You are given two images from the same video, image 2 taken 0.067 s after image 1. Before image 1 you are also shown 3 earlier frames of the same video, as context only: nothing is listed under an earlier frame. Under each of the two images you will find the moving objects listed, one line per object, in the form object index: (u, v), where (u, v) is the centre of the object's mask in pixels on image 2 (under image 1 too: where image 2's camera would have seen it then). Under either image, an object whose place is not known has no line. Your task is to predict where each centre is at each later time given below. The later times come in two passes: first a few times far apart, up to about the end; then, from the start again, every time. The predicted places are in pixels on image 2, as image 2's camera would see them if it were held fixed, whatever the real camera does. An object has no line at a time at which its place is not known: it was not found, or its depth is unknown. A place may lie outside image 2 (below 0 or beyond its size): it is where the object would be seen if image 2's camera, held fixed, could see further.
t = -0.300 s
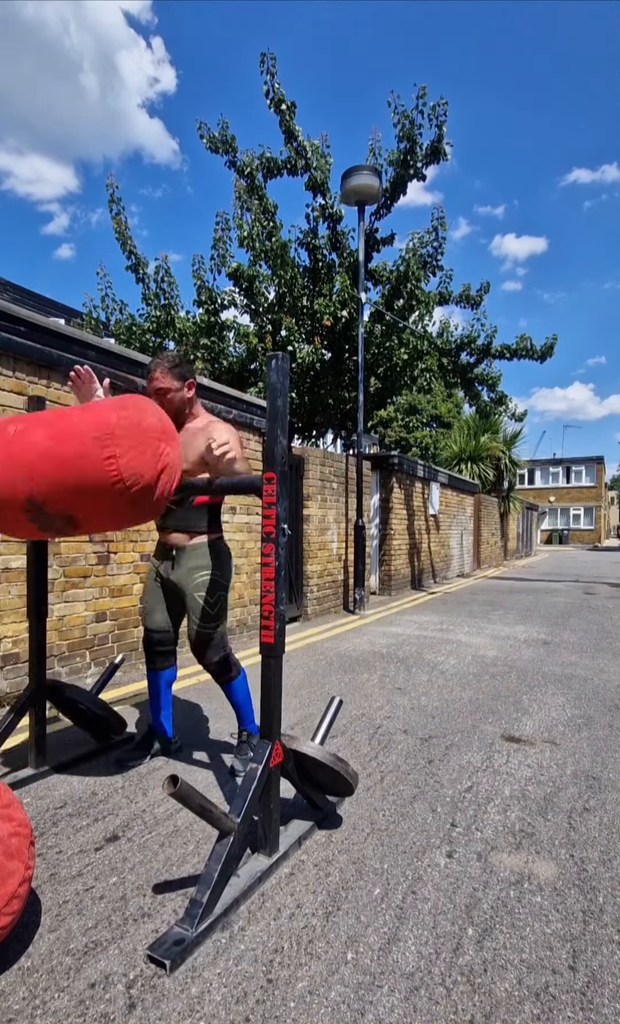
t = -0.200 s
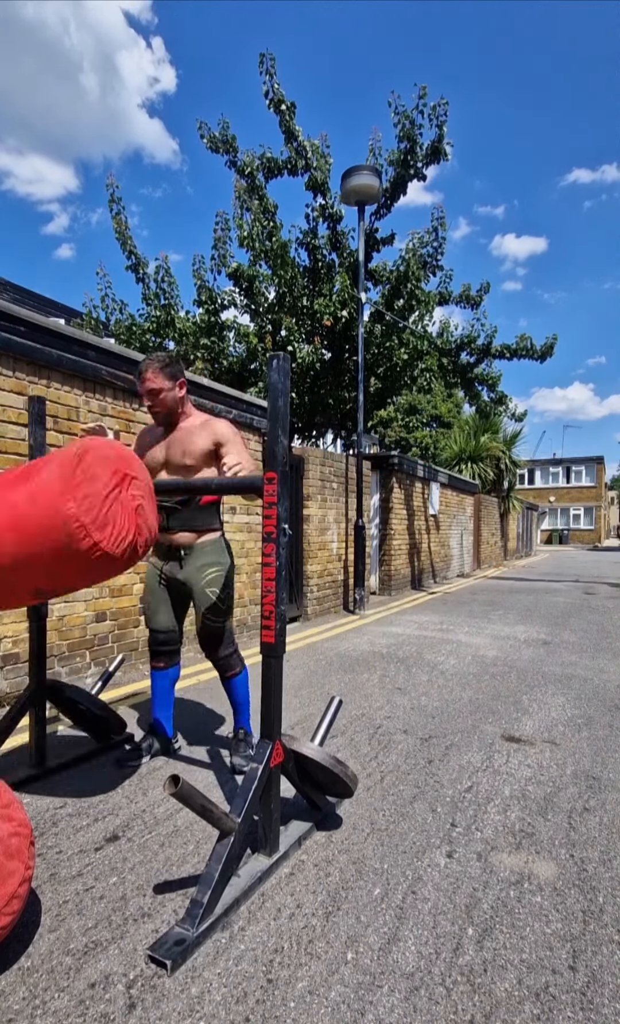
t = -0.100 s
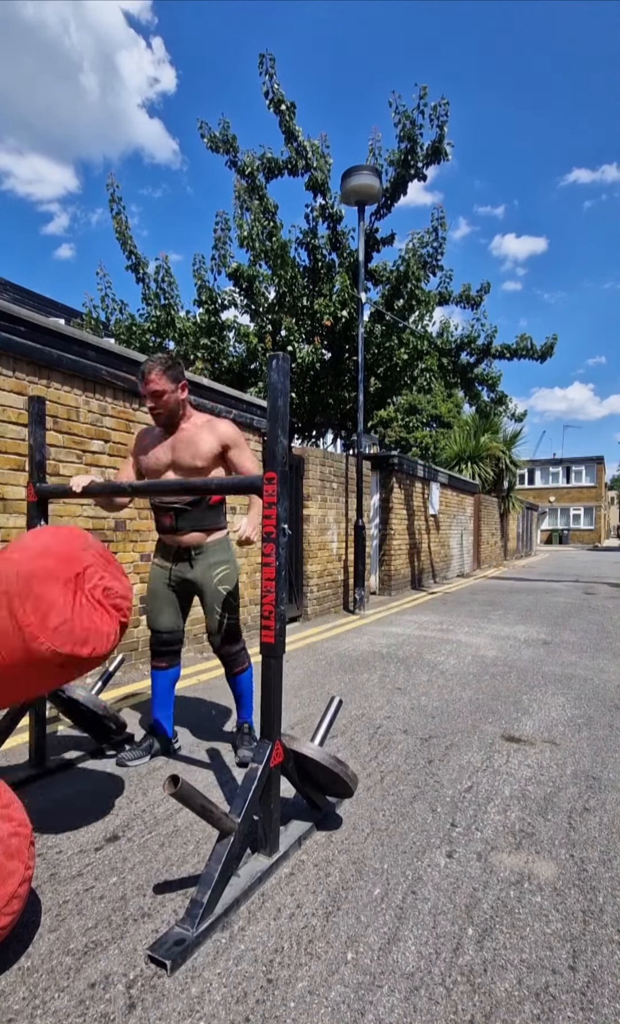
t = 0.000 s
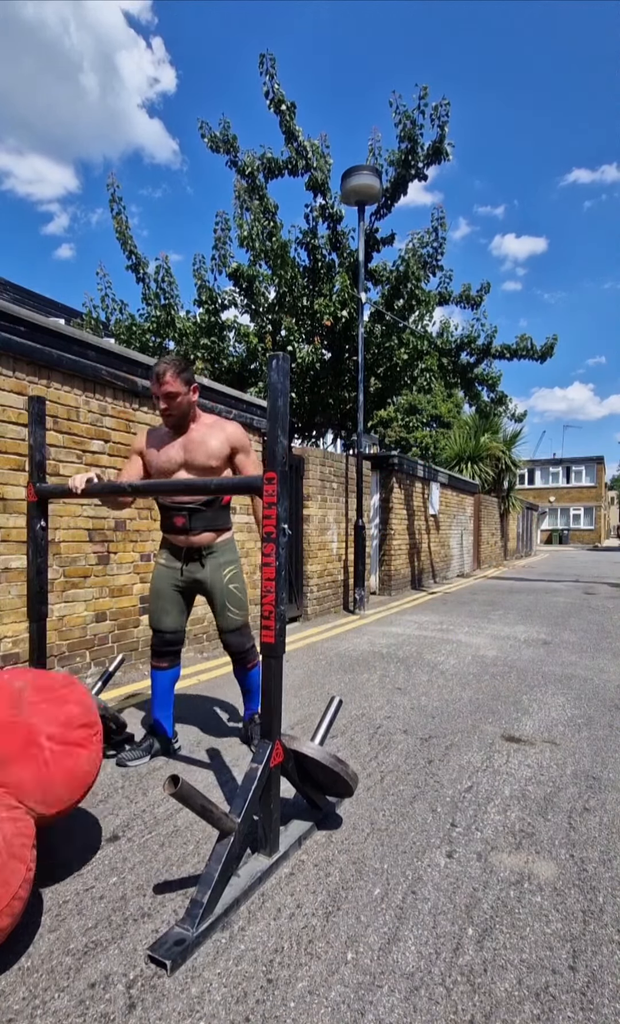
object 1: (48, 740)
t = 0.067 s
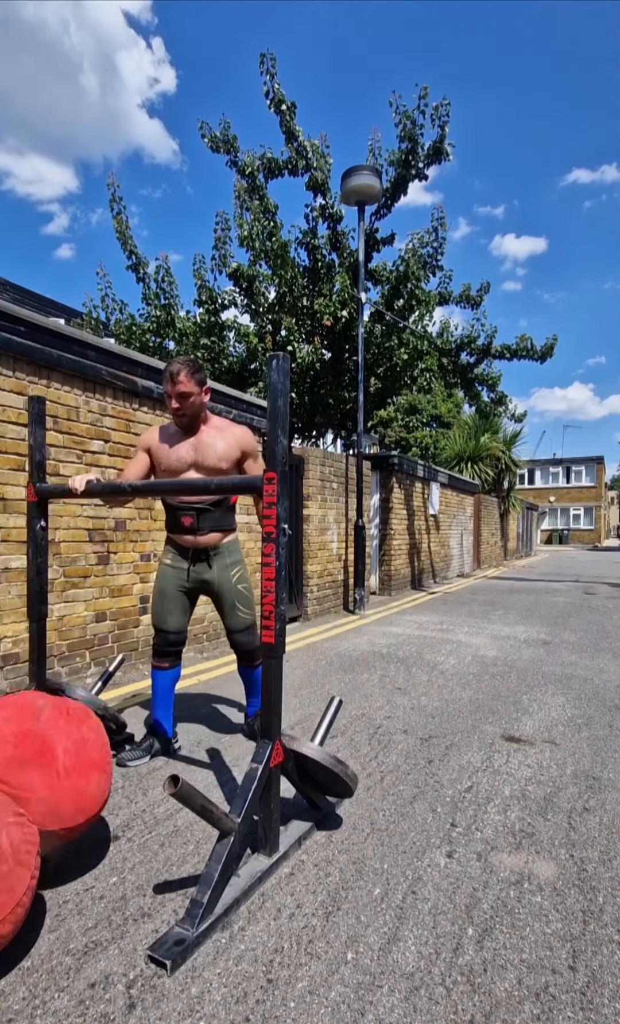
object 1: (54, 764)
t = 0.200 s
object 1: (74, 765)
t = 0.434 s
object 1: (100, 785)
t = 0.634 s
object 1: (105, 783)
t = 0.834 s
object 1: (104, 784)
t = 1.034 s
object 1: (104, 784)
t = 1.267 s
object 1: (104, 784)
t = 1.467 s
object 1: (104, 784)
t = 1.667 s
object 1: (104, 784)
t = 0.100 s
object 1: (59, 761)
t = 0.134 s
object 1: (64, 761)
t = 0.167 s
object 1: (69, 763)
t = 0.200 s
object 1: (74, 765)
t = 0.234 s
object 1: (79, 767)
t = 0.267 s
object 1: (84, 769)
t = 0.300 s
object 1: (87, 772)
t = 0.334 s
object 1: (91, 776)
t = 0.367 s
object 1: (94, 780)
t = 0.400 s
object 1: (97, 783)
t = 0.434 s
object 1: (100, 785)
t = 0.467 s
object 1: (102, 785)
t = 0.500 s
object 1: (104, 784)
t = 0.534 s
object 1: (105, 783)
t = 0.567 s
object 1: (105, 783)
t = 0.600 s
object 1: (105, 783)
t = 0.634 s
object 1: (105, 783)
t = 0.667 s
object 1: (104, 783)
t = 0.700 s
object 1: (104, 783)
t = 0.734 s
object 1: (104, 784)
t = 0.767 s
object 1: (104, 784)
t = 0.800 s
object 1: (104, 784)
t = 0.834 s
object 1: (104, 784)
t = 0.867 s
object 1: (104, 784)
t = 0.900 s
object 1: (104, 784)
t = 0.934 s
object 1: (104, 784)
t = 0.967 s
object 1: (104, 784)
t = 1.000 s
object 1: (104, 784)
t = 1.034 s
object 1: (104, 784)
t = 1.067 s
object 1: (104, 784)
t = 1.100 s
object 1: (104, 784)
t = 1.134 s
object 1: (104, 784)
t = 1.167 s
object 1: (104, 784)
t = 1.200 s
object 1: (104, 784)
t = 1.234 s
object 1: (104, 784)
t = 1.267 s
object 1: (104, 784)
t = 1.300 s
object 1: (104, 784)
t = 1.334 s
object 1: (104, 784)
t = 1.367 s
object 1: (104, 784)
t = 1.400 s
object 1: (104, 784)
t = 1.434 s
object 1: (104, 784)
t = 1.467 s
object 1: (104, 784)
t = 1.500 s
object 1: (104, 784)
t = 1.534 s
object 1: (104, 784)
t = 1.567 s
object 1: (104, 784)
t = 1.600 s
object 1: (104, 784)
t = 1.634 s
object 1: (104, 784)
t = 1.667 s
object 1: (104, 784)
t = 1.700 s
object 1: (104, 784)
